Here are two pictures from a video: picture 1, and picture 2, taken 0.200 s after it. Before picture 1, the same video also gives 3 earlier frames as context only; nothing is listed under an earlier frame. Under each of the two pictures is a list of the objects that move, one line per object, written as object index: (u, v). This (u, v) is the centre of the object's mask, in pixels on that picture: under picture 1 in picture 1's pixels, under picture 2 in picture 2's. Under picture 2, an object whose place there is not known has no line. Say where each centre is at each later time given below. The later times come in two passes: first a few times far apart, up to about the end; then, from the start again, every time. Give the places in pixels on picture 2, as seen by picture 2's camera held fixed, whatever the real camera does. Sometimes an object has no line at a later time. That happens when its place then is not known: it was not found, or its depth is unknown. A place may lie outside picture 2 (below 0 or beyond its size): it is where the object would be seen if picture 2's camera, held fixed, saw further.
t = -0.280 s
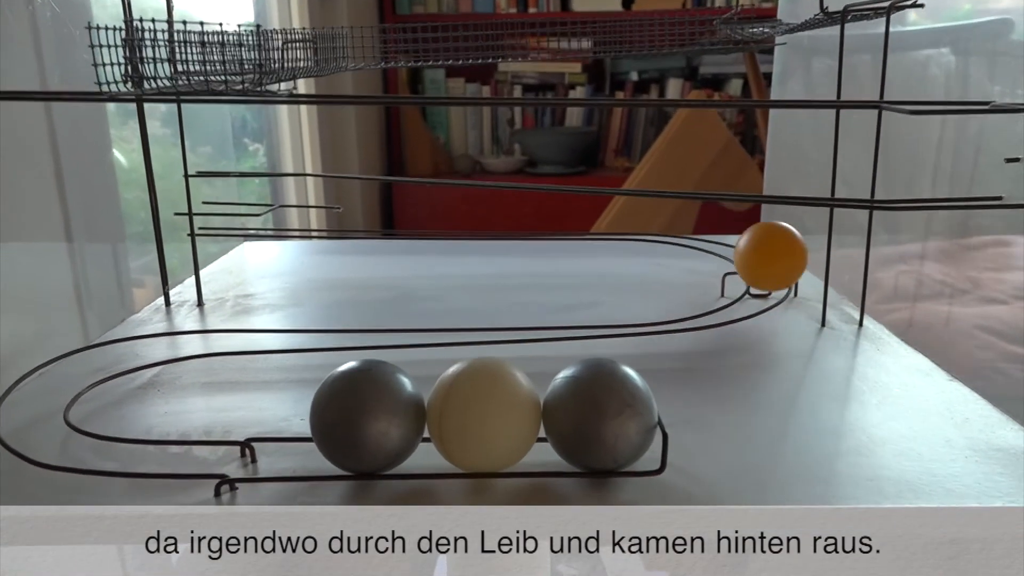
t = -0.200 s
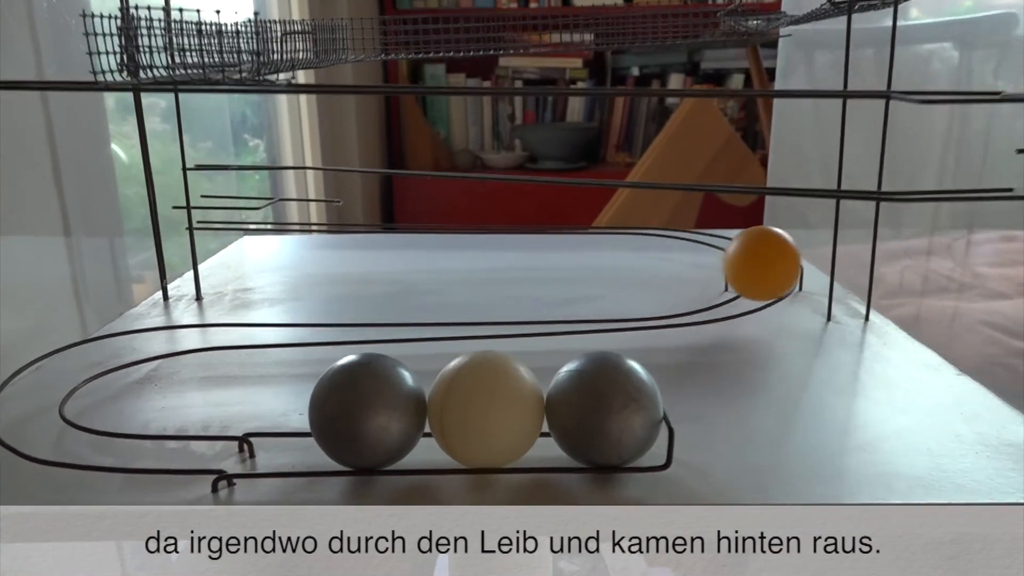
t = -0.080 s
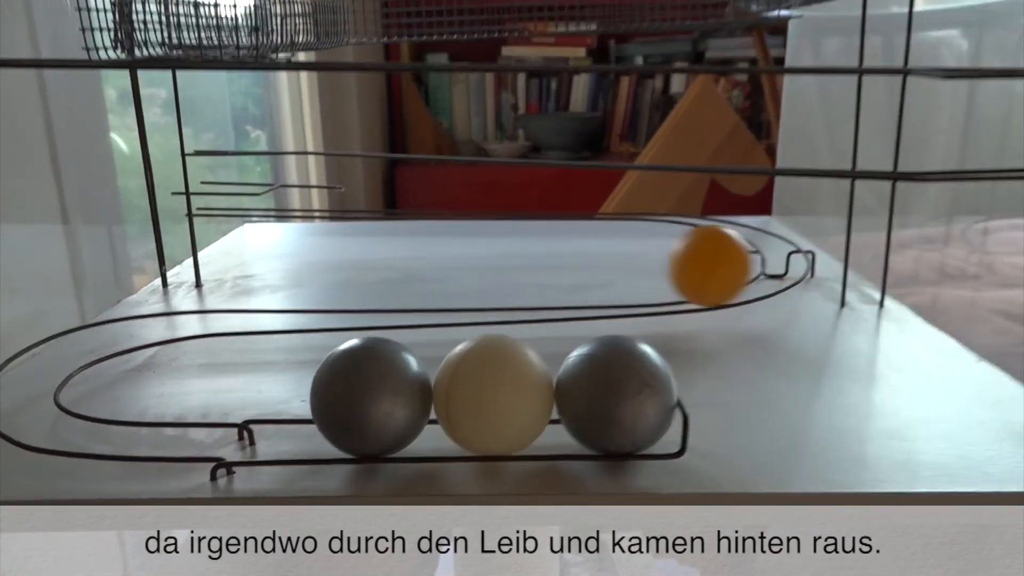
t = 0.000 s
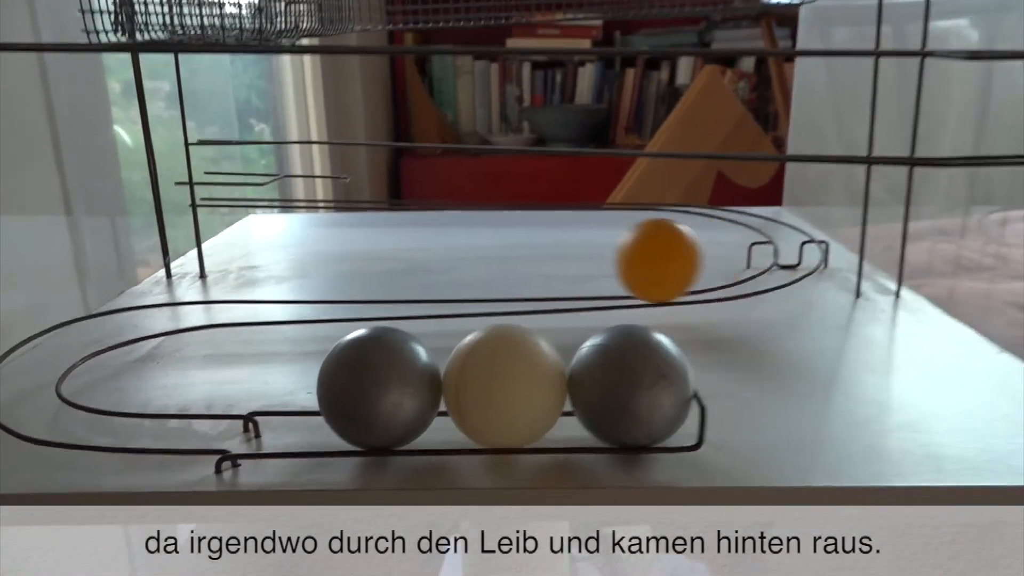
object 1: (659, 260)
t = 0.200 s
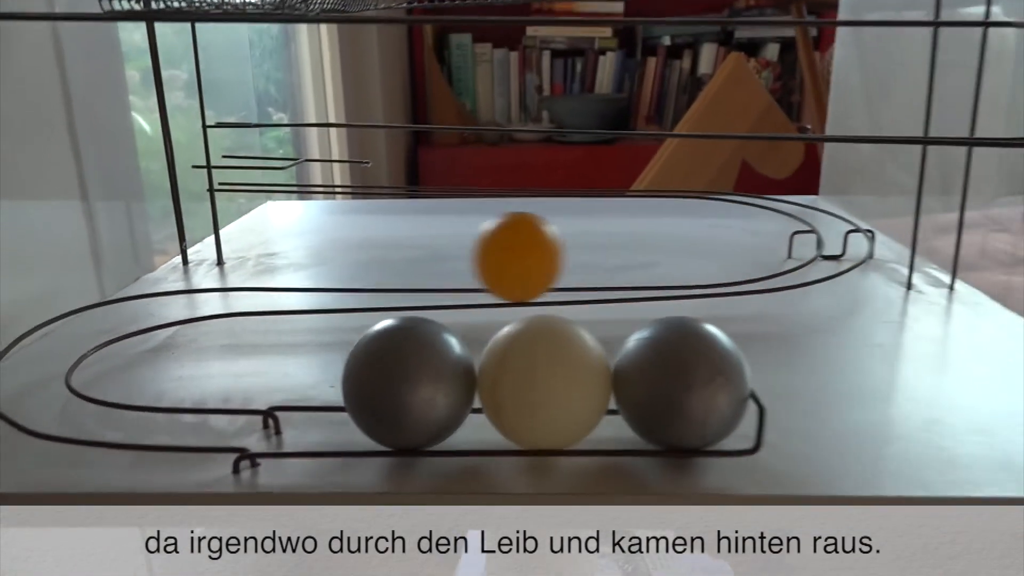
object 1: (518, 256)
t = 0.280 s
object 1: (446, 258)
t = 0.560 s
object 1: (207, 267)
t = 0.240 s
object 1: (481, 258)
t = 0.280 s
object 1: (446, 258)
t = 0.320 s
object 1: (411, 260)
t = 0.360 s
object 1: (378, 261)
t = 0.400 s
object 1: (345, 262)
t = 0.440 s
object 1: (310, 262)
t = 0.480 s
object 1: (275, 264)
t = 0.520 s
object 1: (242, 265)
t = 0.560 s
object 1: (207, 267)
